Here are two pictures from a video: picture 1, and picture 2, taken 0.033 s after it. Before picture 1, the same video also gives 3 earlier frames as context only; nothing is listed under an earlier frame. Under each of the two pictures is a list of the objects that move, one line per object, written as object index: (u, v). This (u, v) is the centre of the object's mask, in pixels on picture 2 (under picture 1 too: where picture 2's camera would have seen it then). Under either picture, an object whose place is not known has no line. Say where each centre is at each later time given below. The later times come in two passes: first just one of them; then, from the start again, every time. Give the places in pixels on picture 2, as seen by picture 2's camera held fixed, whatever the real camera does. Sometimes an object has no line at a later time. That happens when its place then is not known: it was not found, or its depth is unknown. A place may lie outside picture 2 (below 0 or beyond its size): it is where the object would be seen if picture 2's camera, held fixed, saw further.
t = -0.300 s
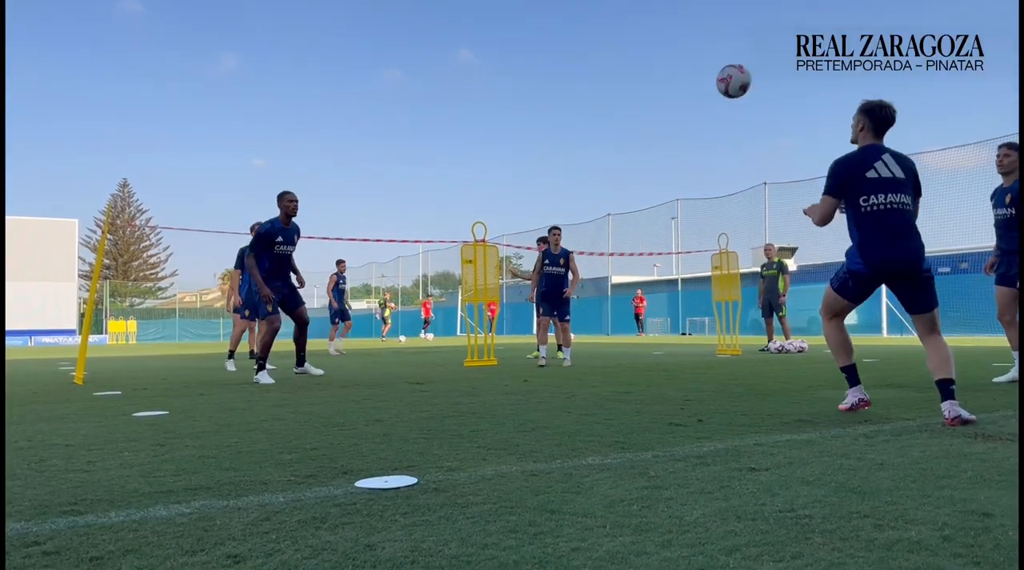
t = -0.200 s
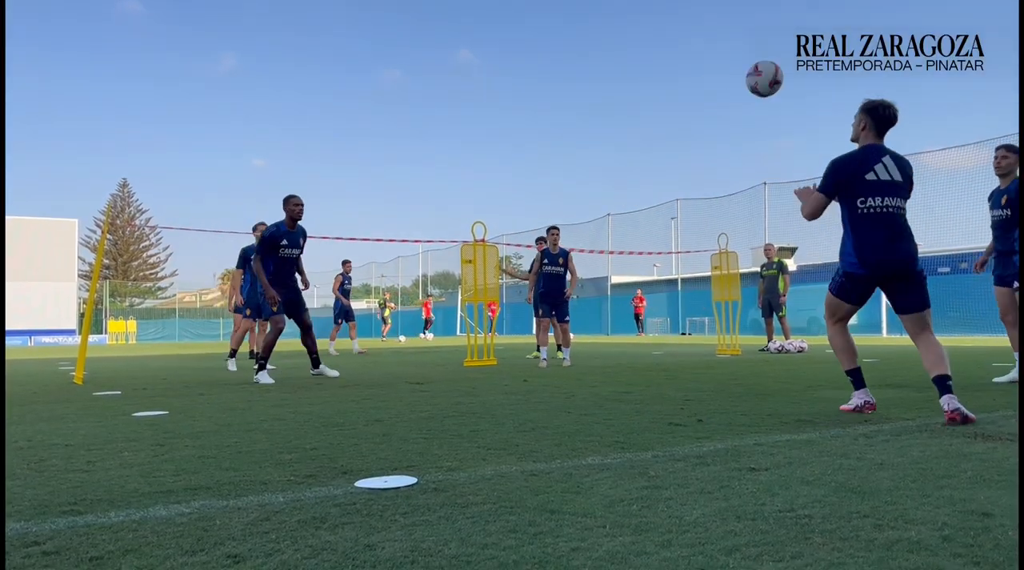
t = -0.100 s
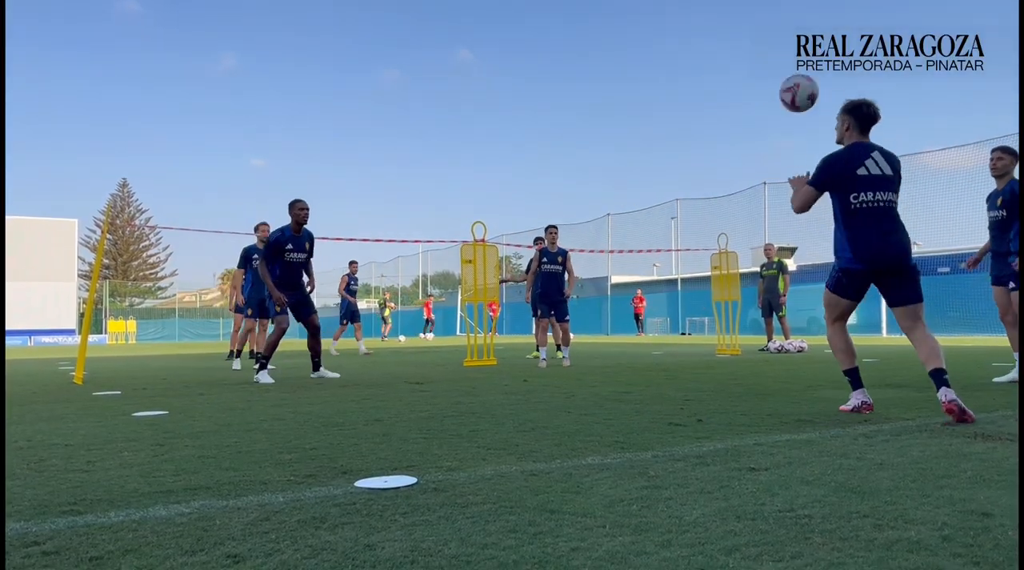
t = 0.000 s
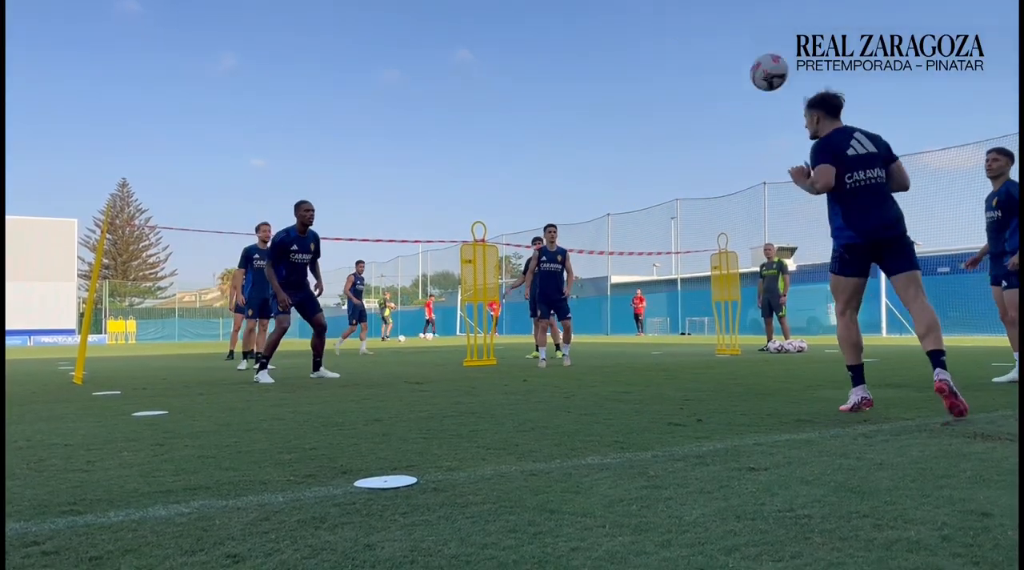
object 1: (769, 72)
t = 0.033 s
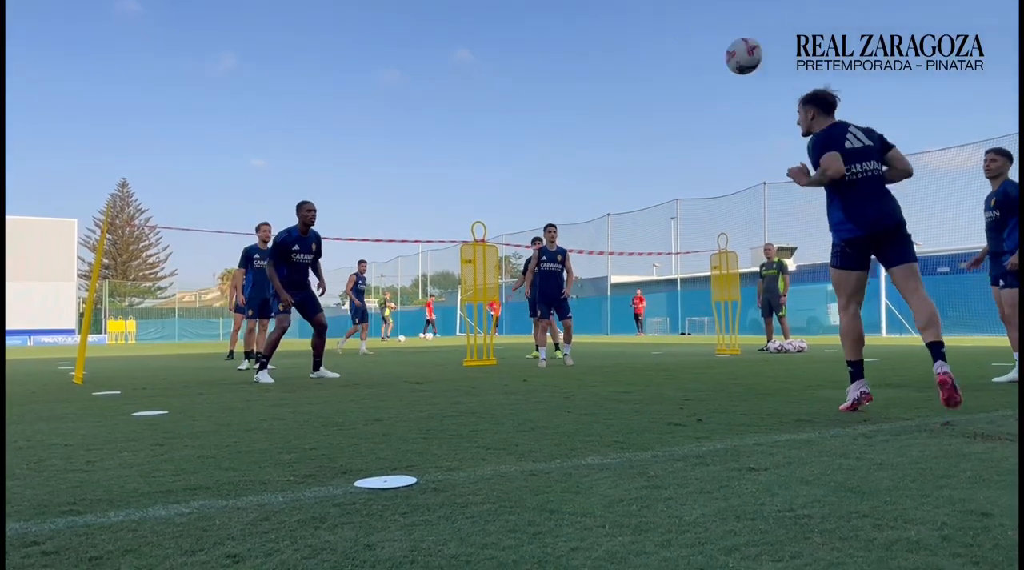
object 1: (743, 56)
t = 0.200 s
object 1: (636, 11)
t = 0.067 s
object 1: (720, 42)
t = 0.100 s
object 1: (697, 30)
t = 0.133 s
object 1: (676, 21)
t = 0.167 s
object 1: (655, 14)
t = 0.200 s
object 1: (636, 11)
